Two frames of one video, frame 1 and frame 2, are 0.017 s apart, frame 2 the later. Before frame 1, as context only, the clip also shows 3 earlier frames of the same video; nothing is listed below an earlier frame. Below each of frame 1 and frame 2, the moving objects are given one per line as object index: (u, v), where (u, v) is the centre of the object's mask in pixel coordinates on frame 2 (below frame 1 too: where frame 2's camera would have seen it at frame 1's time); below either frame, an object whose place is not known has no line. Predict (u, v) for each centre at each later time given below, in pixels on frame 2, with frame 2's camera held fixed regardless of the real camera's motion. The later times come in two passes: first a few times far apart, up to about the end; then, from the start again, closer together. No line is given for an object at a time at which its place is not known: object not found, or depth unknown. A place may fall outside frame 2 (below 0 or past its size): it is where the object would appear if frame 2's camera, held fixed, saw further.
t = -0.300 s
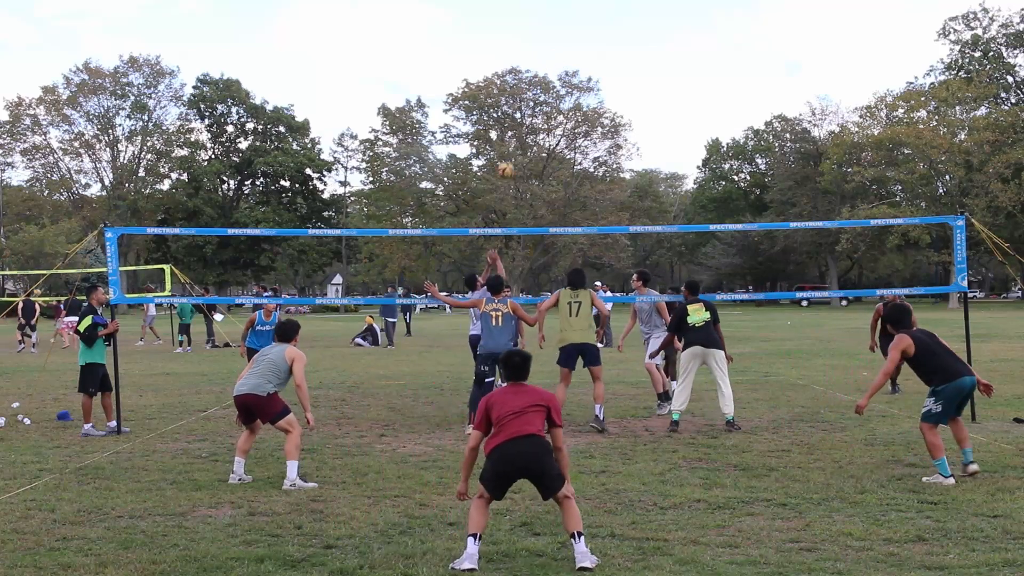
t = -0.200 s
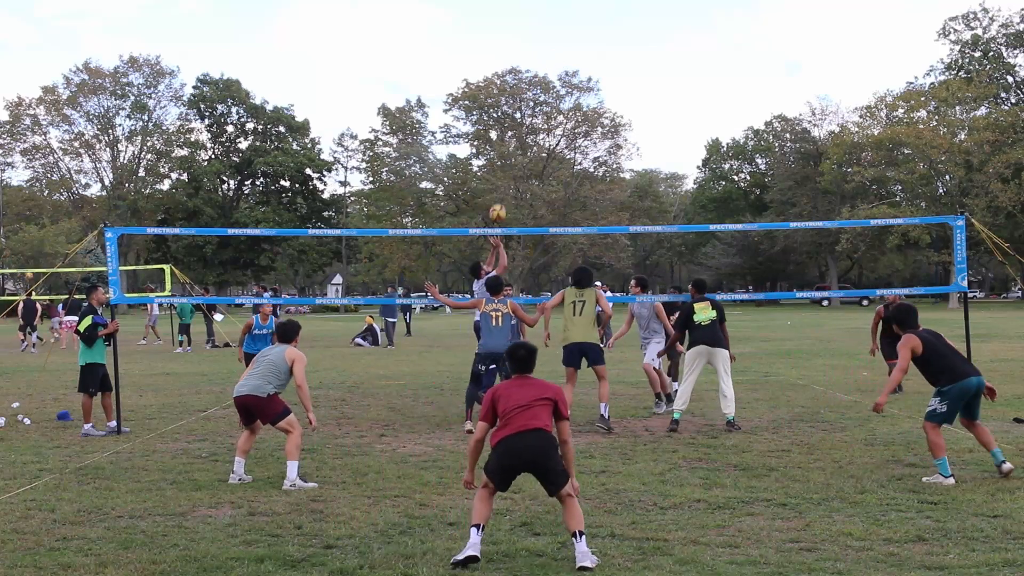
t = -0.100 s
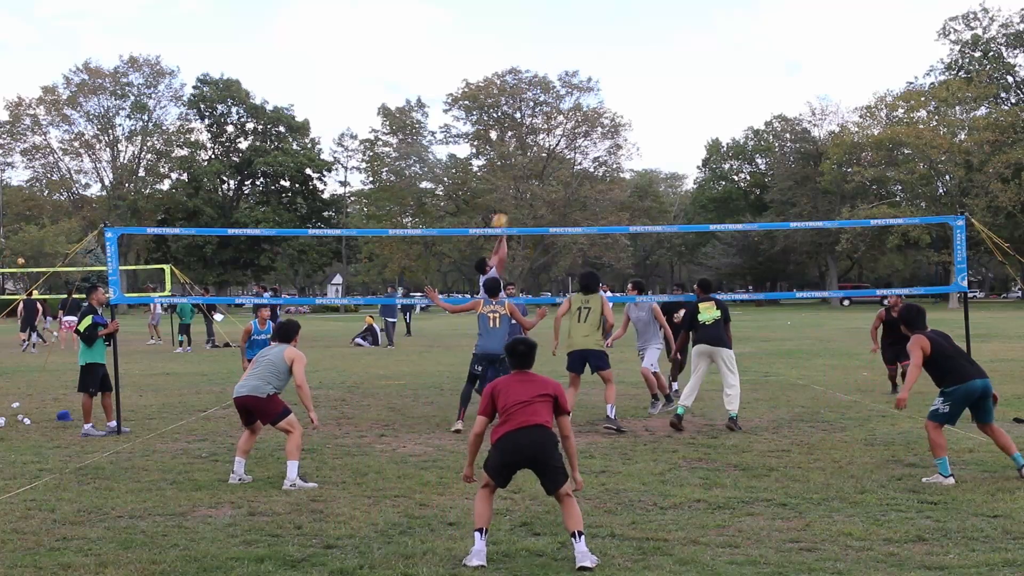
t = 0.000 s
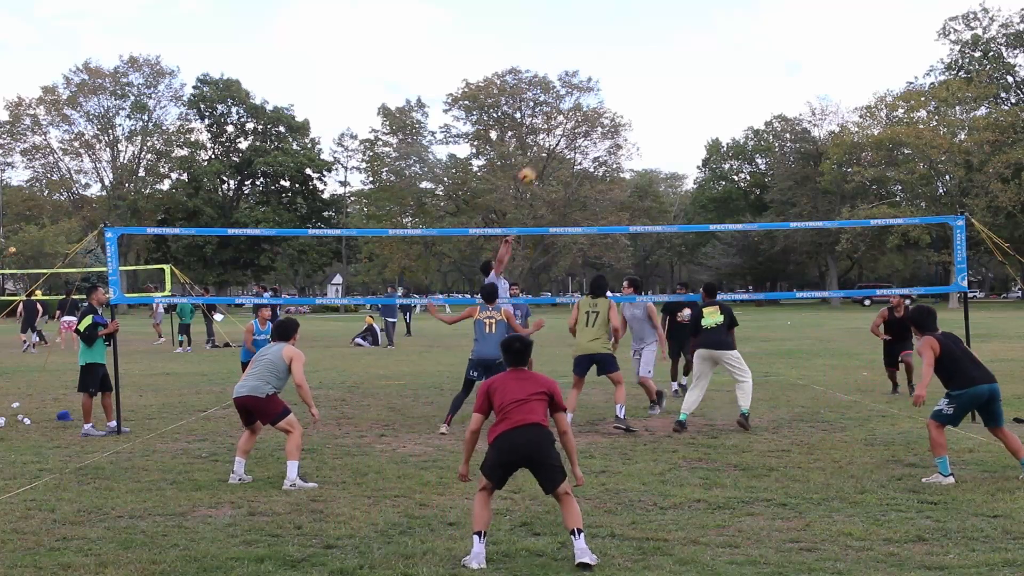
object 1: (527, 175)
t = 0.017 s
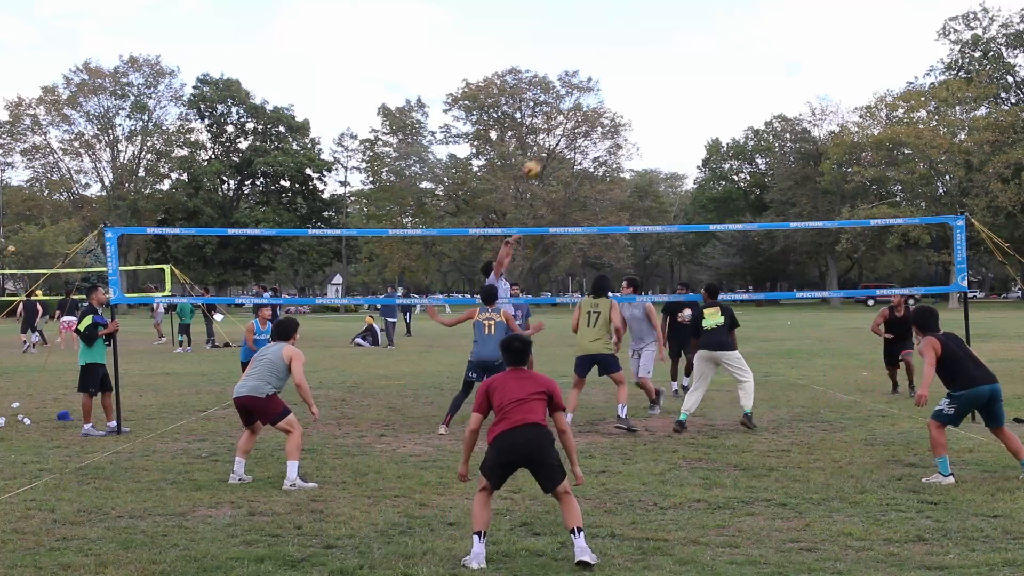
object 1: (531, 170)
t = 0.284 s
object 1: (603, 86)
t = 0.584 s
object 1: (682, 55)
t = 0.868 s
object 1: (756, 85)
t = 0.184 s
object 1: (576, 111)
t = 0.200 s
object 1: (581, 107)
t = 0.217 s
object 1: (586, 102)
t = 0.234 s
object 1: (591, 98)
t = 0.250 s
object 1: (595, 94)
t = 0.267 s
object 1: (599, 90)
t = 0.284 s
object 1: (603, 86)
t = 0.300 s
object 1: (608, 83)
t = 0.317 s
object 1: (612, 79)
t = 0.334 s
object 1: (616, 76)
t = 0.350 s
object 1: (621, 74)
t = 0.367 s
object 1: (625, 71)
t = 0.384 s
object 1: (630, 68)
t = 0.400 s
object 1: (634, 66)
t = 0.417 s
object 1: (638, 64)
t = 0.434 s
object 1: (643, 62)
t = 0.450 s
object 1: (647, 61)
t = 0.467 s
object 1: (651, 59)
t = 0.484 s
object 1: (656, 58)
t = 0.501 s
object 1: (660, 57)
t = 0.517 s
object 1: (665, 56)
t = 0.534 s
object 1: (669, 55)
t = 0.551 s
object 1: (674, 55)
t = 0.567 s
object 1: (678, 55)
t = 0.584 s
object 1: (682, 55)
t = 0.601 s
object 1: (687, 55)
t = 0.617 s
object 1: (691, 55)
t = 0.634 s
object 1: (695, 56)
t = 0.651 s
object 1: (700, 57)
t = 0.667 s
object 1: (704, 58)
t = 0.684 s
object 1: (709, 59)
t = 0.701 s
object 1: (713, 60)
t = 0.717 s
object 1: (717, 62)
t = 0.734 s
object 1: (721, 64)
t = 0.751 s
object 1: (726, 66)
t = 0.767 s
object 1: (730, 68)
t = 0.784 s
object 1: (734, 70)
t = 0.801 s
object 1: (739, 73)
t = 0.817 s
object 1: (743, 76)
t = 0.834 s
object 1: (747, 79)
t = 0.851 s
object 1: (751, 82)
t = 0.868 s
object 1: (756, 85)
